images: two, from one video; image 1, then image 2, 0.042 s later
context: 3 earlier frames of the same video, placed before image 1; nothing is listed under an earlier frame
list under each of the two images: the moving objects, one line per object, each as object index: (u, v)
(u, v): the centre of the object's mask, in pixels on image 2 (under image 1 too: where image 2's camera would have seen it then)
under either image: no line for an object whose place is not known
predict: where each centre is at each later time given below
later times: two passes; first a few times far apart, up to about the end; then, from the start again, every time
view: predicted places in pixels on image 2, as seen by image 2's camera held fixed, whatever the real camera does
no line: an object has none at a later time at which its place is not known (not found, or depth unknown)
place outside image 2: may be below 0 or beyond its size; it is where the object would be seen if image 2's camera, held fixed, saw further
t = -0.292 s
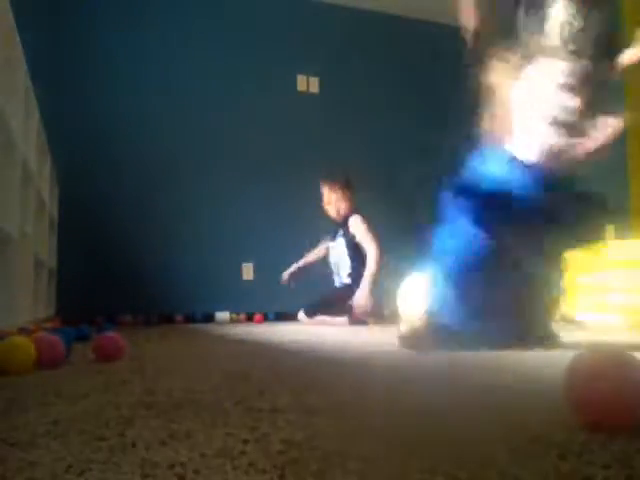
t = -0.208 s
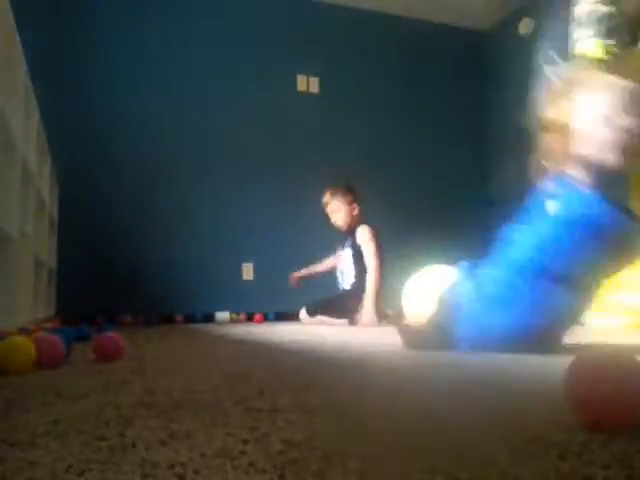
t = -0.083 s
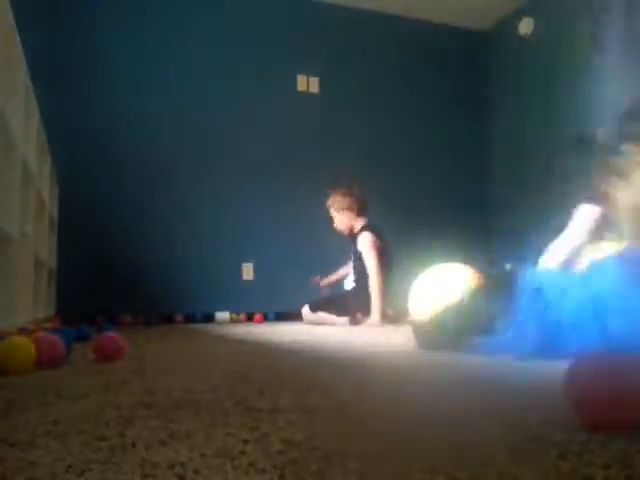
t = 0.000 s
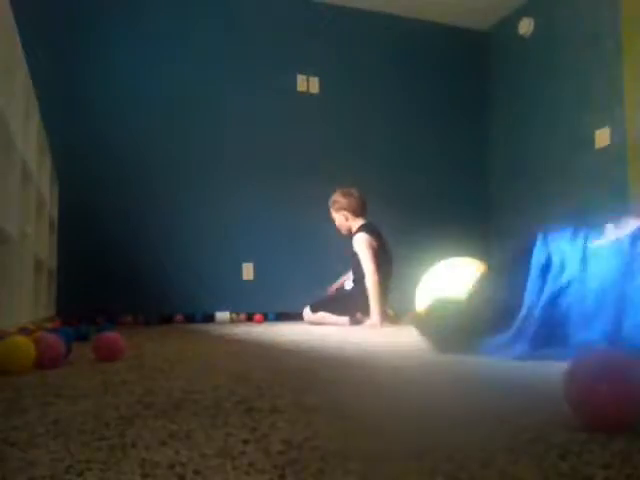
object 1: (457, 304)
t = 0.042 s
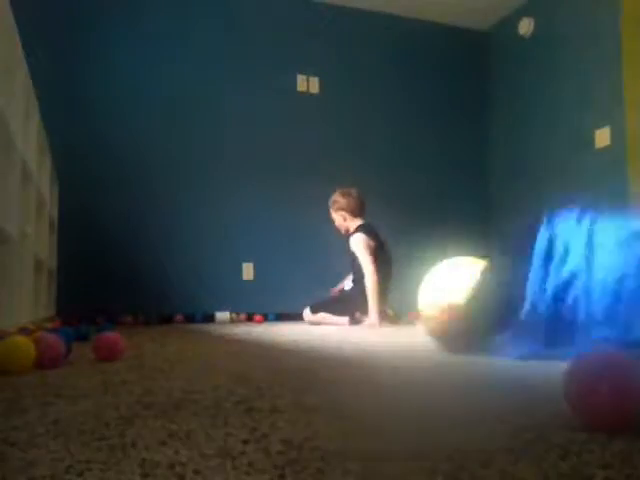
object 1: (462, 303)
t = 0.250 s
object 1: (437, 305)
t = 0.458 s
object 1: (395, 302)
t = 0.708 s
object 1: (325, 304)
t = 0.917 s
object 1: (236, 307)
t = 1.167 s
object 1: (122, 303)
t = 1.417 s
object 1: (43, 310)
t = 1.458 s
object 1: (39, 308)
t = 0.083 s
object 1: (457, 300)
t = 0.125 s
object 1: (453, 301)
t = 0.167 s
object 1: (445, 301)
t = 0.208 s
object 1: (443, 303)
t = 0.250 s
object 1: (437, 305)
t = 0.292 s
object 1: (429, 303)
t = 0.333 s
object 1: (420, 303)
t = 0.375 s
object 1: (411, 303)
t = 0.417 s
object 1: (404, 304)
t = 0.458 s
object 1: (395, 302)
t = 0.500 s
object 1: (385, 302)
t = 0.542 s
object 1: (374, 304)
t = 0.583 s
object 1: (363, 303)
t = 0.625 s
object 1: (352, 303)
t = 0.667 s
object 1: (339, 303)
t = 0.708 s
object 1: (325, 304)
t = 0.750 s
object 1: (310, 304)
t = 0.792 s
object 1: (290, 306)
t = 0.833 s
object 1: (278, 307)
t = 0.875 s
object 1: (260, 304)
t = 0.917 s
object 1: (236, 307)
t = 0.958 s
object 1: (220, 303)
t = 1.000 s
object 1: (200, 301)
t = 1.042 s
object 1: (180, 302)
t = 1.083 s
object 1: (161, 303)
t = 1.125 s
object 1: (144, 301)
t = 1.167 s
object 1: (122, 303)
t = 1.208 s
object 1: (102, 302)
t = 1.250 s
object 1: (88, 305)
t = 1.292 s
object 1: (75, 306)
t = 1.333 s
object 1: (64, 306)
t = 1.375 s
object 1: (53, 308)
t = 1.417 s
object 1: (43, 310)
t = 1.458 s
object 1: (39, 308)
